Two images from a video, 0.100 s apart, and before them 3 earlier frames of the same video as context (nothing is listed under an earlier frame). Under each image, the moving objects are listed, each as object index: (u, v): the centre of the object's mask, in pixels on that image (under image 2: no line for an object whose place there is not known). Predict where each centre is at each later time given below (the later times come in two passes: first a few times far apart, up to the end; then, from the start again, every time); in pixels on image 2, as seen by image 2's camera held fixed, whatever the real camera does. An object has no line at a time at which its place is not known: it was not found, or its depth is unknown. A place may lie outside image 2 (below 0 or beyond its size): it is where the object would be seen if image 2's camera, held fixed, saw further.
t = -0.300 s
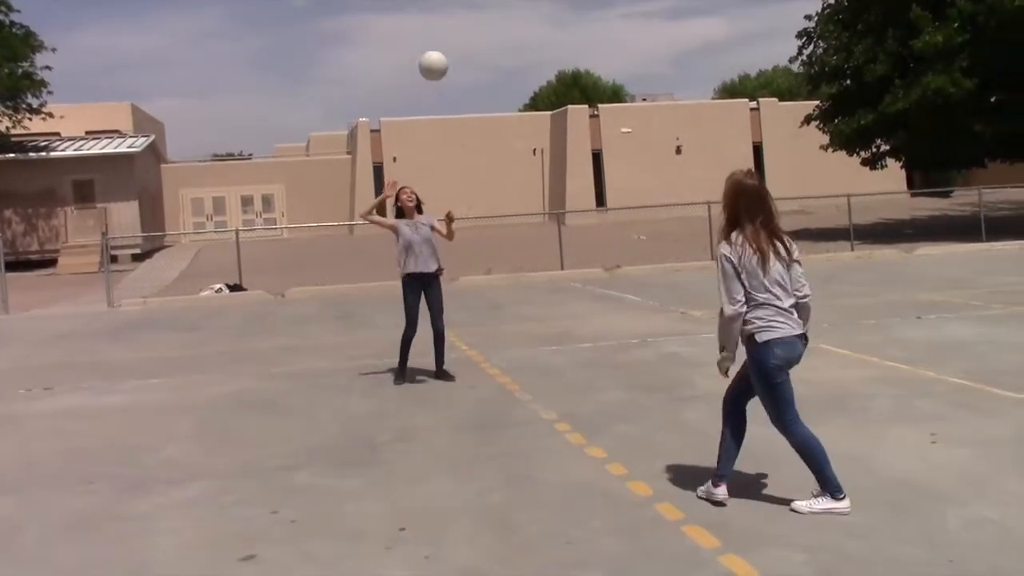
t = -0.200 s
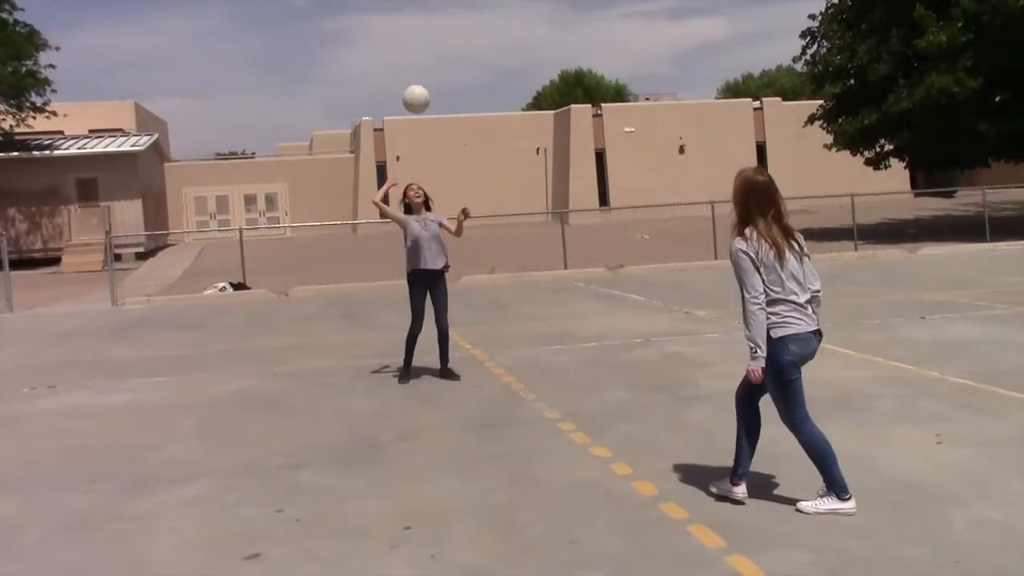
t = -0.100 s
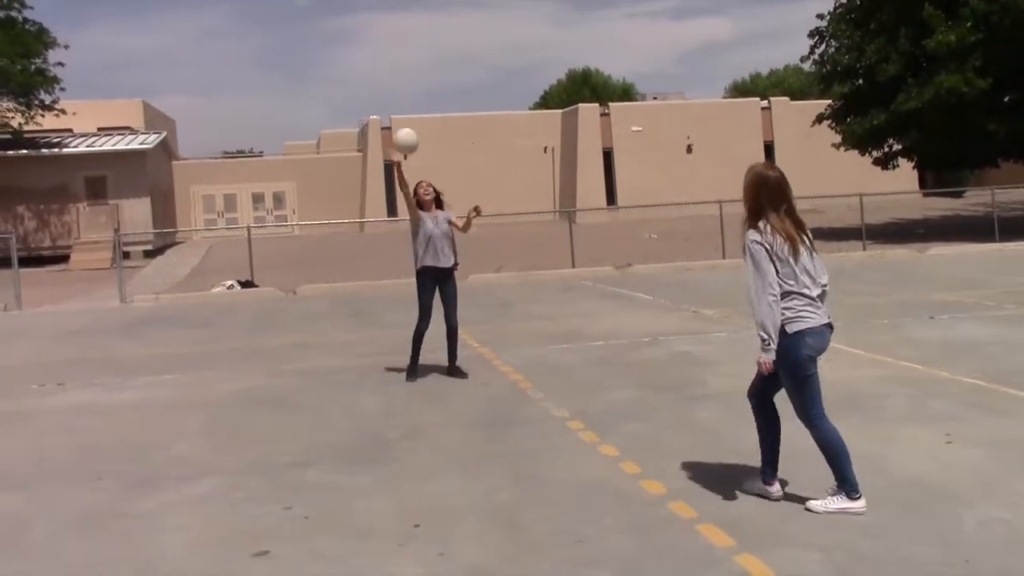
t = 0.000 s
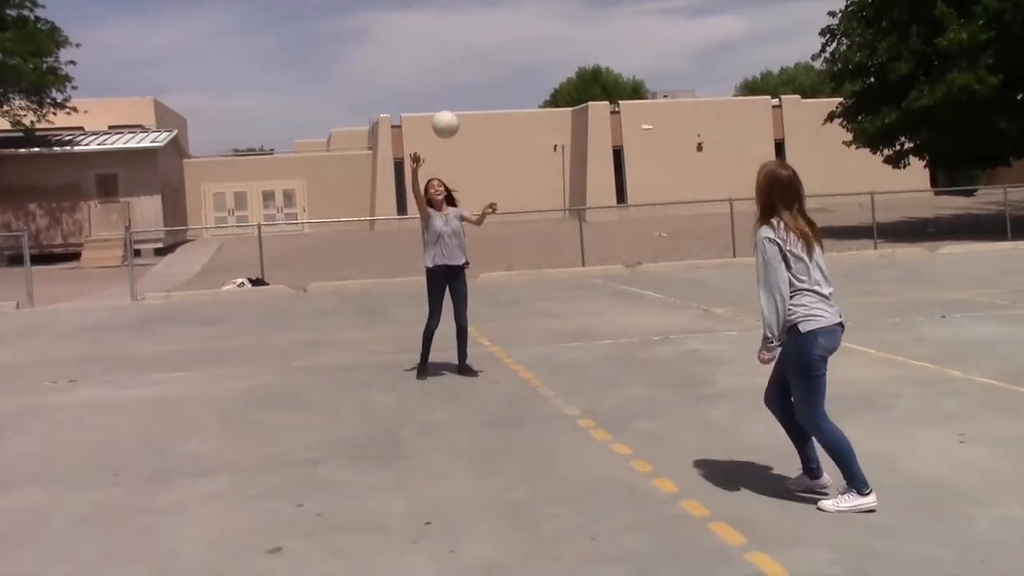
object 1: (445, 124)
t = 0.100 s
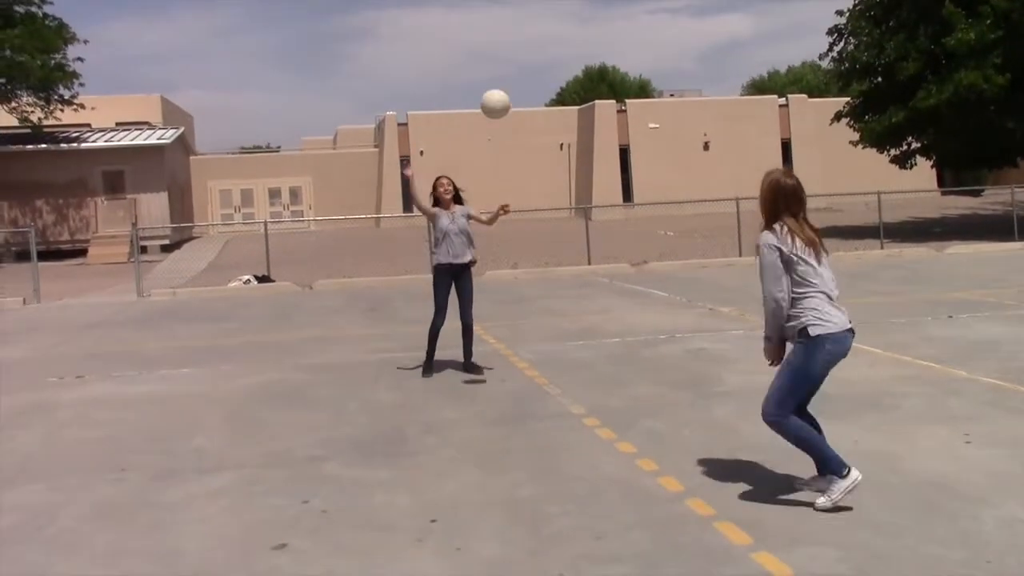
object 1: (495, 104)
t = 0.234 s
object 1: (563, 99)
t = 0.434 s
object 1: (691, 155)
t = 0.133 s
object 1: (511, 100)
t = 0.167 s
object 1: (527, 98)
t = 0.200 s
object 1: (545, 97)
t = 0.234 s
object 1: (563, 99)
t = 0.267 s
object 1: (581, 101)
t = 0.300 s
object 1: (602, 107)
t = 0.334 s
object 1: (623, 115)
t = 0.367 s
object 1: (645, 126)
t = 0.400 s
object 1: (667, 139)
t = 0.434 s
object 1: (691, 155)
